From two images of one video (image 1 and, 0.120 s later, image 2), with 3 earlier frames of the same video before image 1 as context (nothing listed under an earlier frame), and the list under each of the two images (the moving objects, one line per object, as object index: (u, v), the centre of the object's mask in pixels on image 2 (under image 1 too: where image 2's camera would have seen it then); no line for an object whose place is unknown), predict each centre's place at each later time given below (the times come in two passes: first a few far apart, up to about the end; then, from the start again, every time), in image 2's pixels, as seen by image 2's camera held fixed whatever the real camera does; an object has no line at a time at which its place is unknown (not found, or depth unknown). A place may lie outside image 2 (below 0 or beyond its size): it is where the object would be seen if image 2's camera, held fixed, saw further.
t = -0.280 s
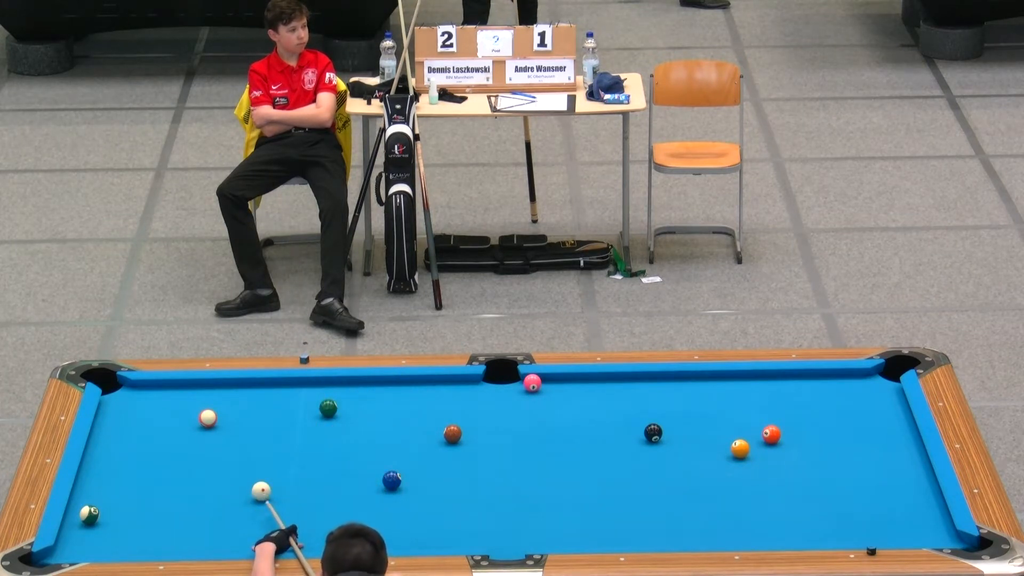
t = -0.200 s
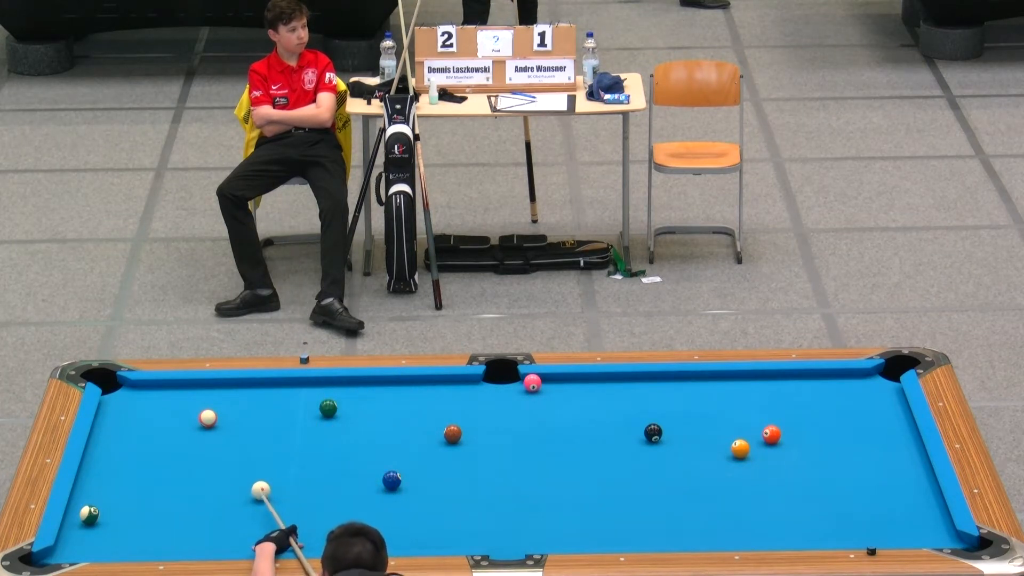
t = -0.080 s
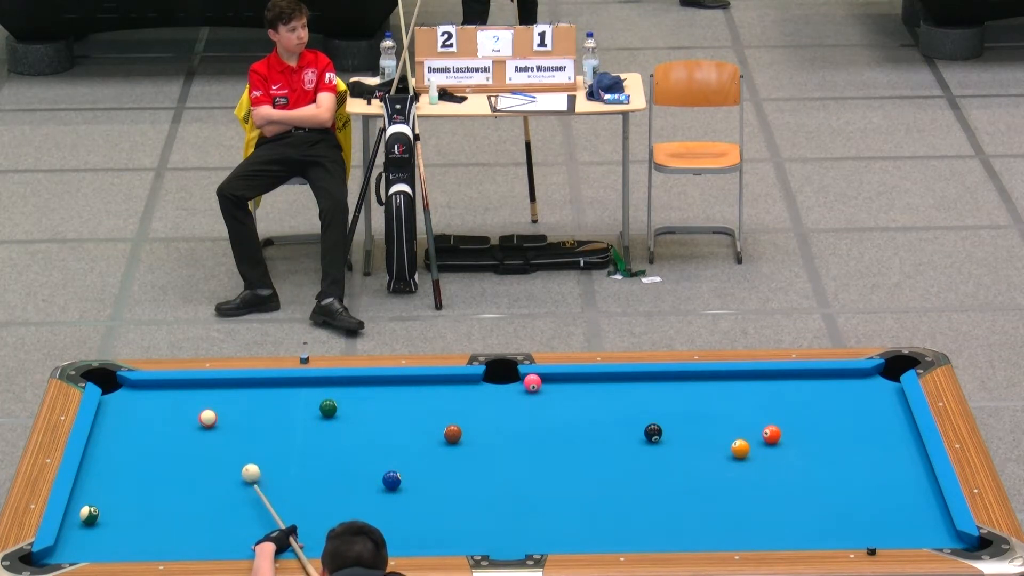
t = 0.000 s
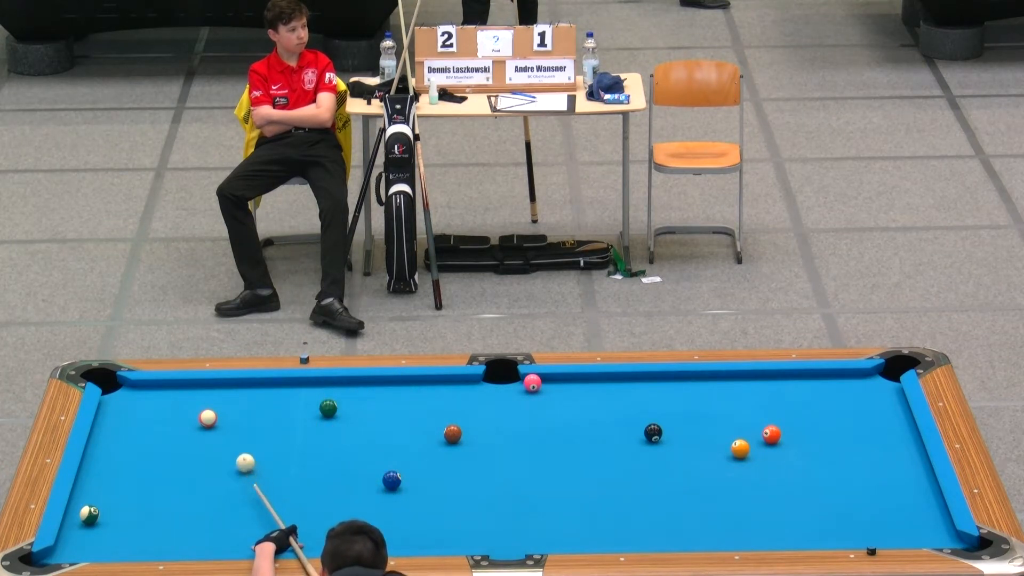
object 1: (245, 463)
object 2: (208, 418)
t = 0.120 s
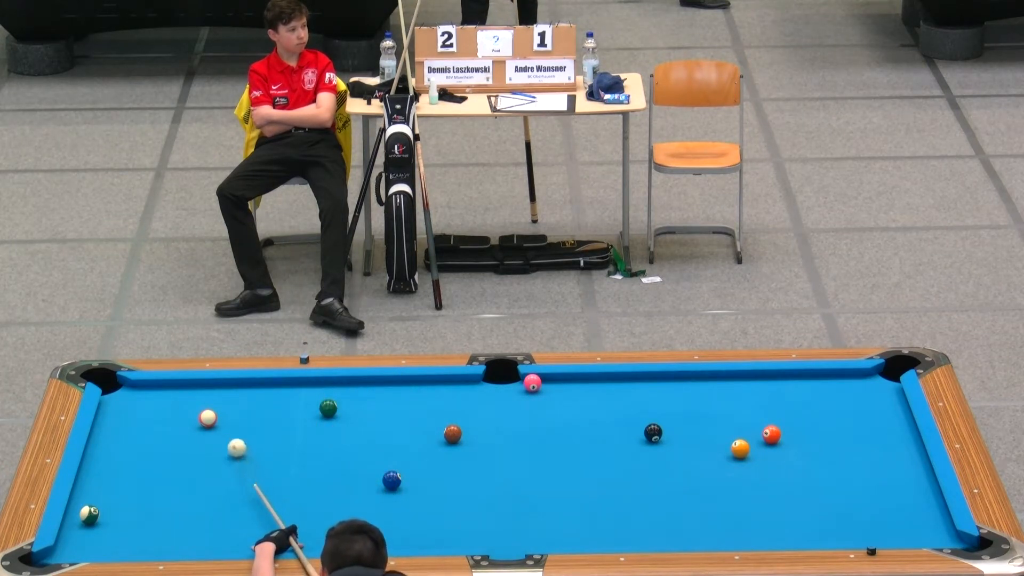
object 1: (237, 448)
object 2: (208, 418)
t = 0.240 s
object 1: (229, 434)
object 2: (208, 418)
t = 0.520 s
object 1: (235, 410)
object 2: (186, 411)
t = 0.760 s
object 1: (249, 394)
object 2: (163, 402)
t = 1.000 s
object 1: (260, 385)
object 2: (141, 394)
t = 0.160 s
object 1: (234, 443)
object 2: (208, 418)
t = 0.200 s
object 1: (231, 438)
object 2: (208, 418)
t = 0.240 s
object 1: (229, 434)
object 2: (208, 418)
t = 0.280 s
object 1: (226, 429)
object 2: (208, 418)
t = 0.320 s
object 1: (224, 424)
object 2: (207, 418)
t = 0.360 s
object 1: (224, 421)
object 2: (205, 417)
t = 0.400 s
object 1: (227, 418)
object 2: (199, 415)
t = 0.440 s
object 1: (230, 415)
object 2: (194, 413)
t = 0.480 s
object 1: (232, 413)
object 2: (190, 412)
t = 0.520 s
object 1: (235, 410)
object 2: (186, 411)
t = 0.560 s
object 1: (237, 407)
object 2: (182, 409)
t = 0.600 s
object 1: (240, 405)
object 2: (178, 408)
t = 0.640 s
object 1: (242, 402)
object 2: (174, 407)
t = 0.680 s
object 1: (244, 399)
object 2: (170, 405)
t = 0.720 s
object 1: (247, 397)
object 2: (166, 404)
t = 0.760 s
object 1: (249, 394)
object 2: (163, 402)
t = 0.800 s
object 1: (252, 392)
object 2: (159, 401)
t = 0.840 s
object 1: (254, 389)
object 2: (155, 400)
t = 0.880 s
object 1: (256, 386)
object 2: (151, 399)
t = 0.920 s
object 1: (258, 384)
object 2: (147, 397)
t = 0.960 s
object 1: (260, 384)
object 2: (144, 396)
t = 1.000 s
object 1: (260, 385)
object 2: (141, 394)
